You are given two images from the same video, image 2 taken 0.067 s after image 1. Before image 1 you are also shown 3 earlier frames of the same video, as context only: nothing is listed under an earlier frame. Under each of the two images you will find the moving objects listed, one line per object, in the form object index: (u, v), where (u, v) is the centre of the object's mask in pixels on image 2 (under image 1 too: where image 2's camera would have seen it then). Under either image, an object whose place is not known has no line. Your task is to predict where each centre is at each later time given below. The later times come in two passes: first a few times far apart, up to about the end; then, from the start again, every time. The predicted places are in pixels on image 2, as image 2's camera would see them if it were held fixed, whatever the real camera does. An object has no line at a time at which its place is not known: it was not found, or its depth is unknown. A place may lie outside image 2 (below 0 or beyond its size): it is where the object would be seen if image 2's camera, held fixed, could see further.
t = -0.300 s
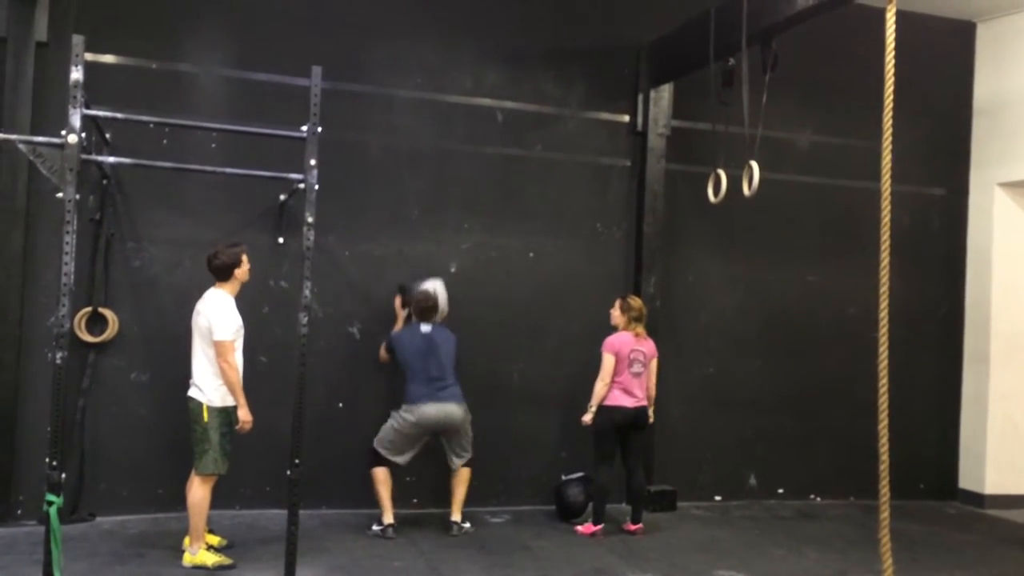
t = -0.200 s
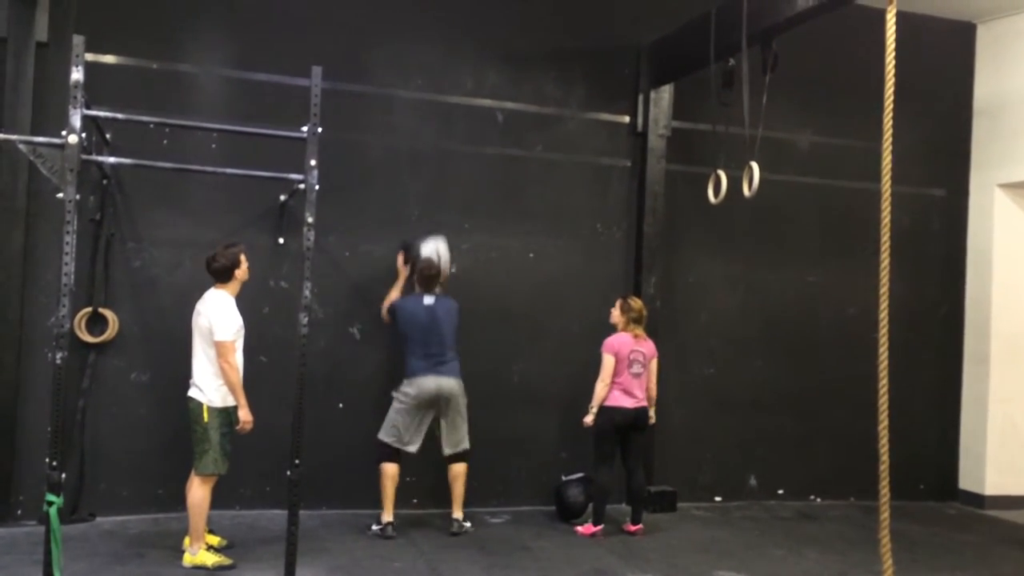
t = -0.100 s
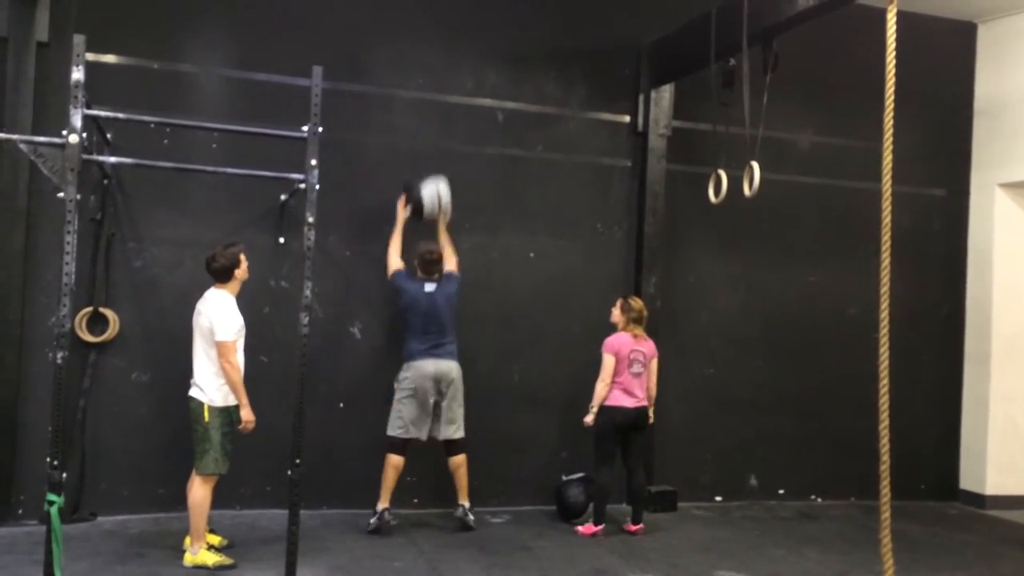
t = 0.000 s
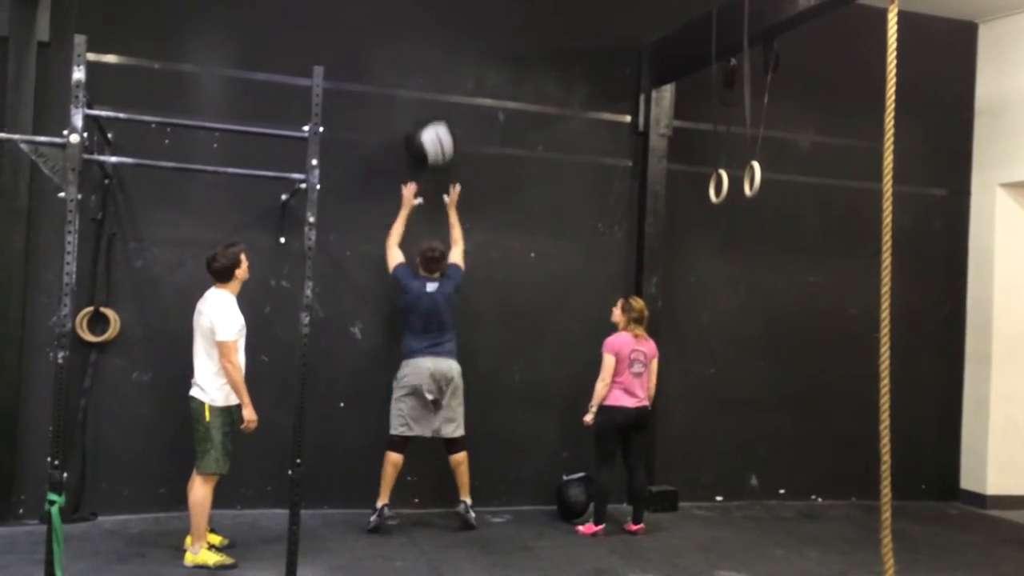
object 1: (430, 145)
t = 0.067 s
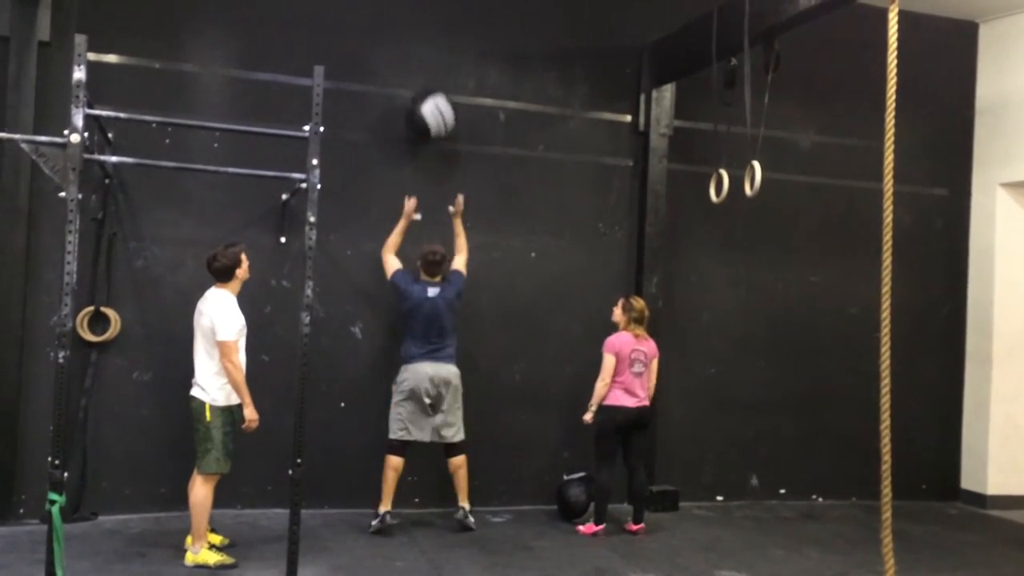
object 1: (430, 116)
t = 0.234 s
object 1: (430, 74)
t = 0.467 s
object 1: (435, 71)
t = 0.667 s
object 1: (433, 134)
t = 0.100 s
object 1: (431, 104)
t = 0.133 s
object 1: (431, 94)
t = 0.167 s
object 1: (430, 86)
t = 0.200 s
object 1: (430, 79)
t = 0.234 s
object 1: (430, 74)
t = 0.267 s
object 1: (430, 71)
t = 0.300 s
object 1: (430, 68)
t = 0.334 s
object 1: (431, 66)
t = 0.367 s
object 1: (431, 66)
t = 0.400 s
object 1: (431, 67)
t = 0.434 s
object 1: (432, 70)
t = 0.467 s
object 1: (435, 71)
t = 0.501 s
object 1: (433, 80)
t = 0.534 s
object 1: (433, 87)
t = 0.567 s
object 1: (433, 95)
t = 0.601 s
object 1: (432, 106)
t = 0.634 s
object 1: (432, 119)
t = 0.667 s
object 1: (433, 134)
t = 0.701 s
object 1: (432, 149)
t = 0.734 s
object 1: (431, 166)
